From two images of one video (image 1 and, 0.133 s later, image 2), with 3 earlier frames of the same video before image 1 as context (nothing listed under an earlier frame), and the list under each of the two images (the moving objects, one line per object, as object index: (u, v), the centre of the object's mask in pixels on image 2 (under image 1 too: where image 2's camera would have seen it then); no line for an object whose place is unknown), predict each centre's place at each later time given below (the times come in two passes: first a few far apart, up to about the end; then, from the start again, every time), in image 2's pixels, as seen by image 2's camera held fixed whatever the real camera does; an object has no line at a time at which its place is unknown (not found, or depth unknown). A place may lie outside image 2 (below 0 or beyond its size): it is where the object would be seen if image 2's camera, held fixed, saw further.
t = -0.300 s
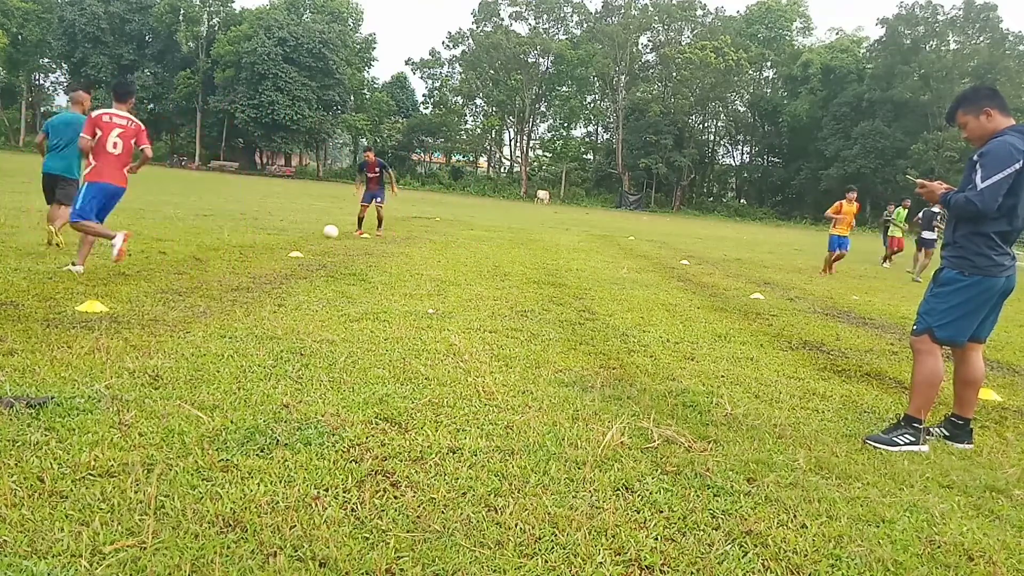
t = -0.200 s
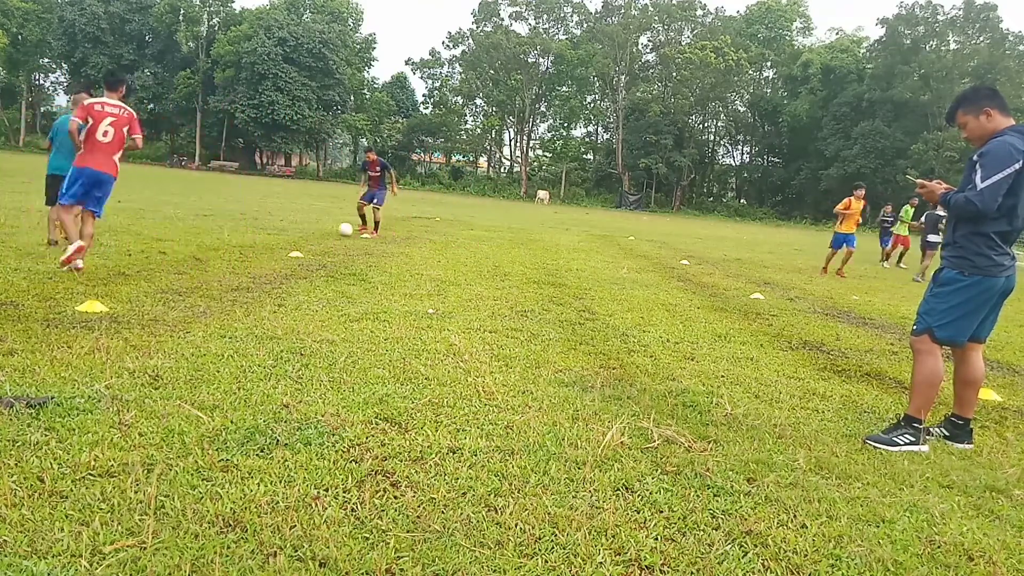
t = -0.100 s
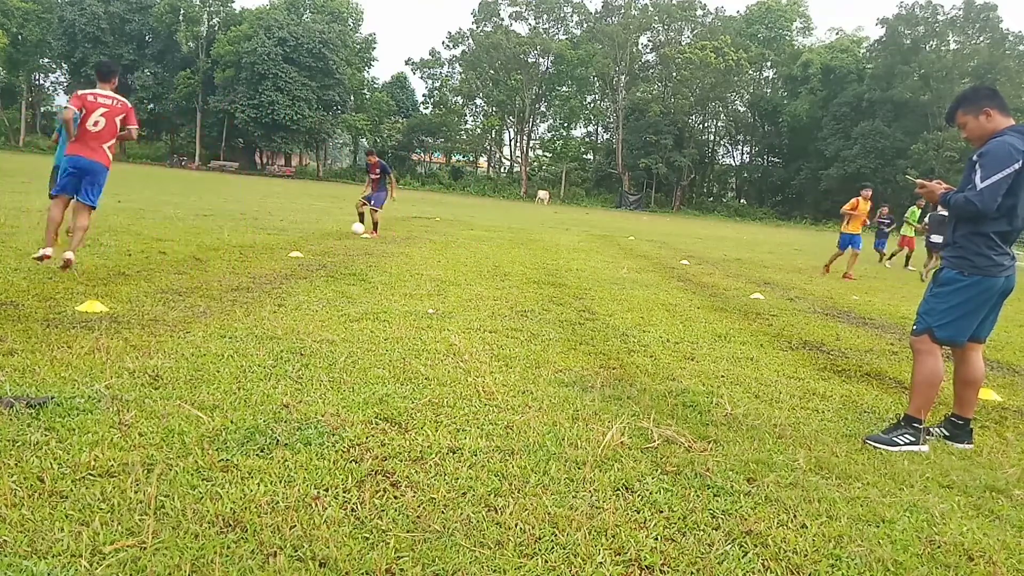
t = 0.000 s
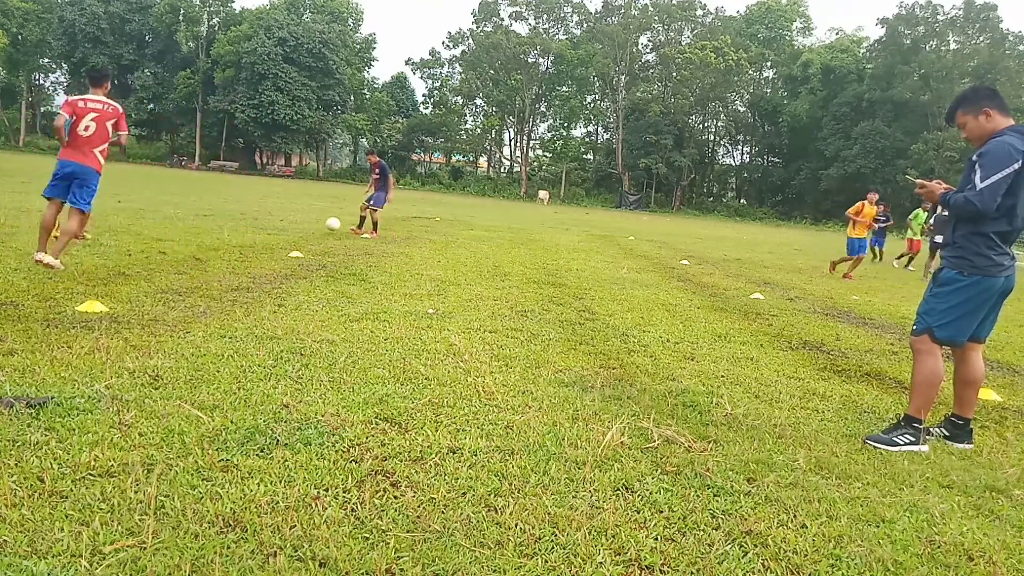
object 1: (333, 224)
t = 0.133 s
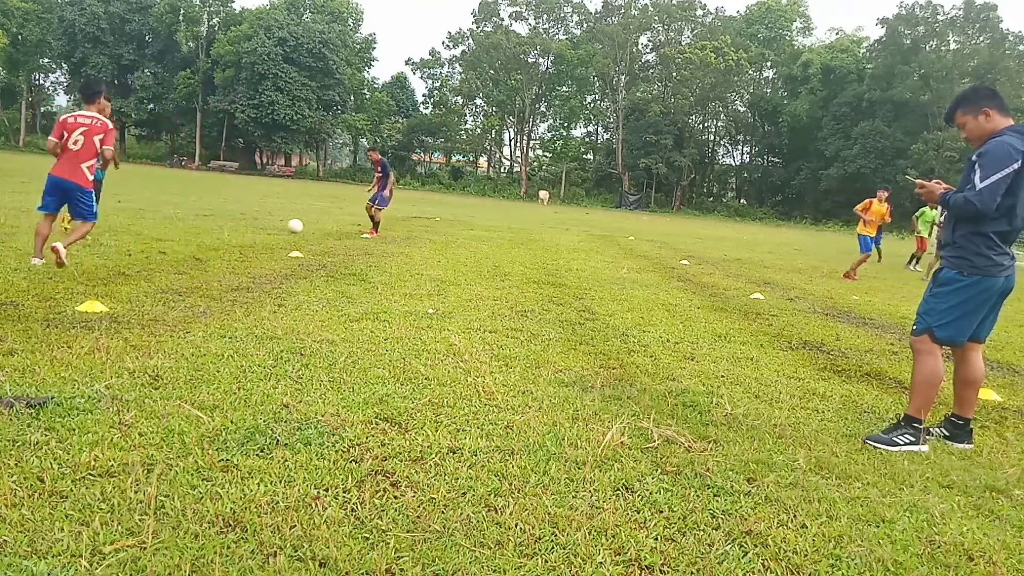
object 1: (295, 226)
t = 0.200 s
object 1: (276, 228)
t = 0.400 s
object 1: (225, 227)
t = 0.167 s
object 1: (284, 228)
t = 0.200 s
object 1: (276, 228)
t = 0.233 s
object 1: (268, 226)
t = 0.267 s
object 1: (259, 225)
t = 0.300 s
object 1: (251, 225)
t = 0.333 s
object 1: (242, 226)
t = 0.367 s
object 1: (233, 227)
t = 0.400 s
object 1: (225, 227)
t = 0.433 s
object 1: (217, 227)
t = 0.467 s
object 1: (210, 227)
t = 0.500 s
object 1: (203, 227)
